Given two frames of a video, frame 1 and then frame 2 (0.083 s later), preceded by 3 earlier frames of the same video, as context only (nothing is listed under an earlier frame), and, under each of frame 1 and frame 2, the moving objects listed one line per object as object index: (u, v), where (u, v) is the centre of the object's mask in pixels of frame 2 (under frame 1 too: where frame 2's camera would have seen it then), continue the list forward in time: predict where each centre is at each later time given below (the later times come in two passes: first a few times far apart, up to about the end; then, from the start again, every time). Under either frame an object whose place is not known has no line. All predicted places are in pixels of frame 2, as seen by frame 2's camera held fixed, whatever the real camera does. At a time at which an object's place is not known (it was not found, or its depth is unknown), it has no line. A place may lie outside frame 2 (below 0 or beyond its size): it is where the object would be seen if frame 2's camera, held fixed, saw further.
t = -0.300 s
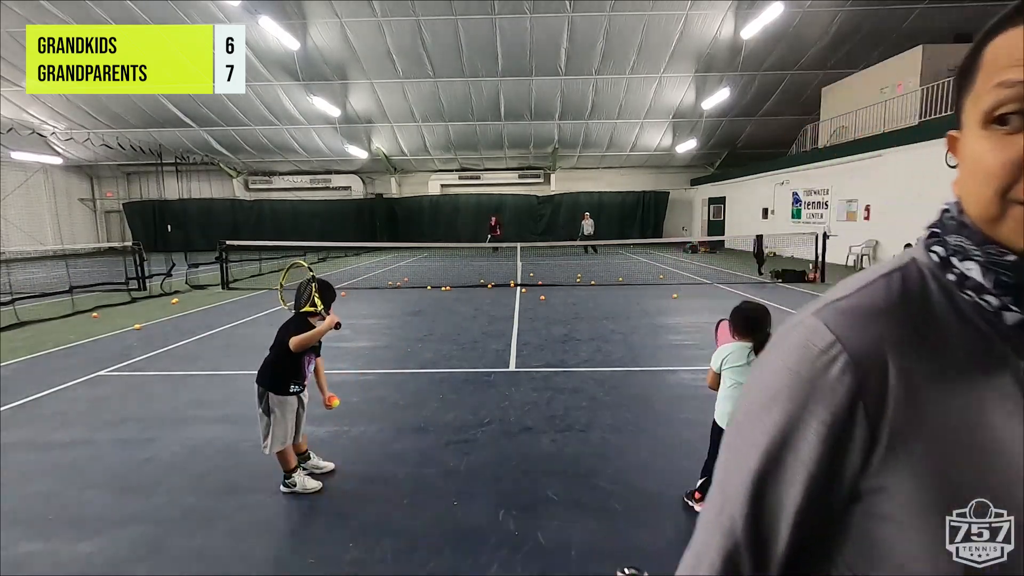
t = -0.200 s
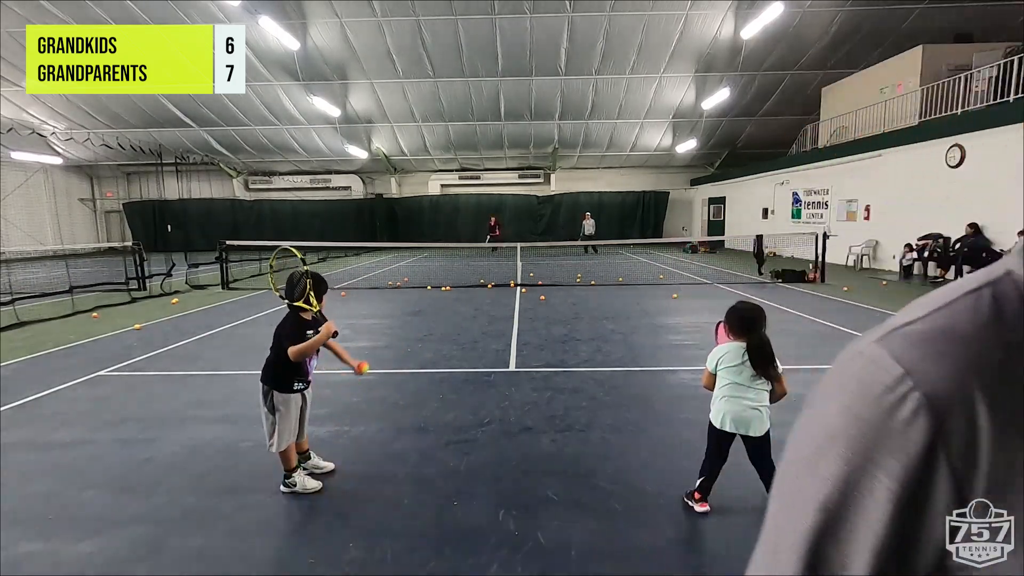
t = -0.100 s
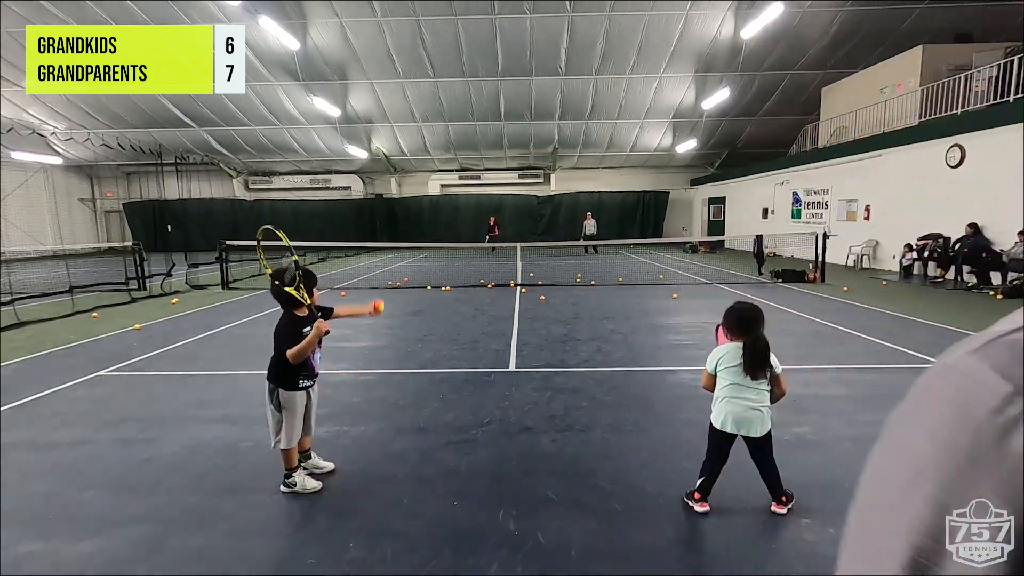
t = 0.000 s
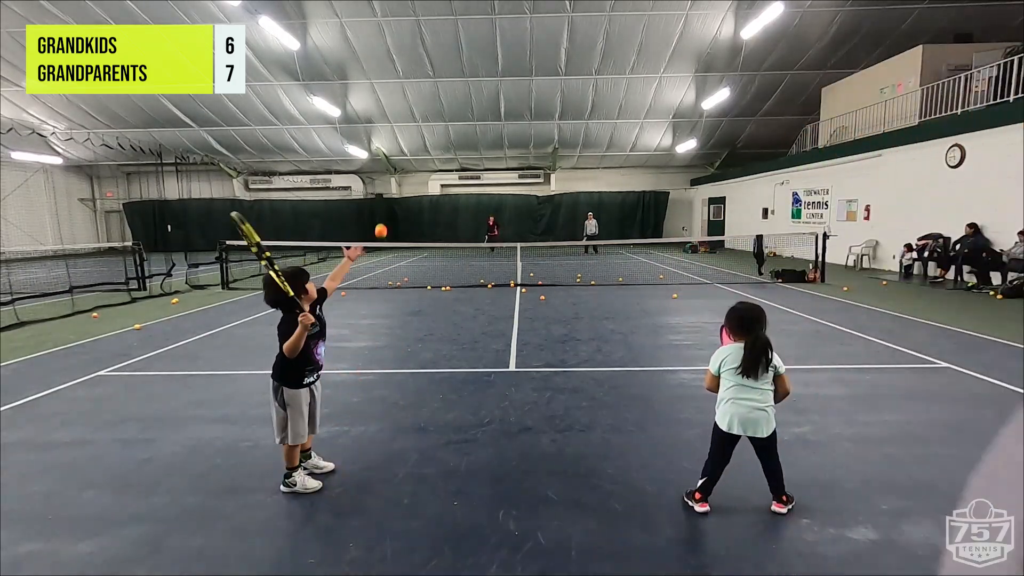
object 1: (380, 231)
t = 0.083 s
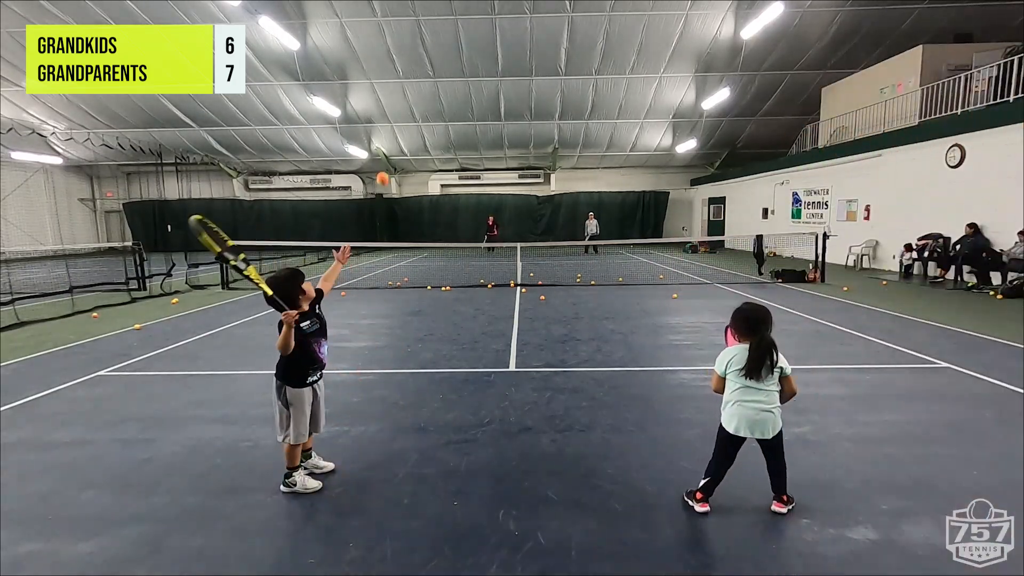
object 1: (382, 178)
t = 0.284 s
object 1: (389, 98)
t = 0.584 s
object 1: (406, 105)
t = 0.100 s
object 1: (383, 169)
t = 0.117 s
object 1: (383, 161)
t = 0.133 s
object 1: (384, 153)
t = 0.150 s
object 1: (385, 145)
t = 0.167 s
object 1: (385, 137)
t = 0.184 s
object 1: (386, 130)
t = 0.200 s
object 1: (386, 123)
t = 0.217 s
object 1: (386, 117)
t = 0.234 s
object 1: (387, 112)
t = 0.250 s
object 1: (388, 106)
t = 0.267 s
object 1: (389, 102)
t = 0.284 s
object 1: (389, 98)
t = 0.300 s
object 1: (390, 94)
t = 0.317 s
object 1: (391, 91)
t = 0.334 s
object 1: (392, 88)
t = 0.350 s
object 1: (392, 86)
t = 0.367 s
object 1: (393, 84)
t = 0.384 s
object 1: (394, 82)
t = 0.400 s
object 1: (395, 82)
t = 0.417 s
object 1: (396, 81)
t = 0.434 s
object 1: (397, 81)
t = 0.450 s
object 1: (398, 82)
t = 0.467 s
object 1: (399, 83)
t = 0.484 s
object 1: (400, 85)
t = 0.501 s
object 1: (401, 87)
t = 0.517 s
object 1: (402, 90)
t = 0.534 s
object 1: (403, 93)
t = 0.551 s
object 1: (404, 97)
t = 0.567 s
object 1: (405, 100)
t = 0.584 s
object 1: (406, 105)
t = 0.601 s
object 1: (407, 110)
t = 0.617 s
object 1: (408, 115)
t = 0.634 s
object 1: (410, 121)
